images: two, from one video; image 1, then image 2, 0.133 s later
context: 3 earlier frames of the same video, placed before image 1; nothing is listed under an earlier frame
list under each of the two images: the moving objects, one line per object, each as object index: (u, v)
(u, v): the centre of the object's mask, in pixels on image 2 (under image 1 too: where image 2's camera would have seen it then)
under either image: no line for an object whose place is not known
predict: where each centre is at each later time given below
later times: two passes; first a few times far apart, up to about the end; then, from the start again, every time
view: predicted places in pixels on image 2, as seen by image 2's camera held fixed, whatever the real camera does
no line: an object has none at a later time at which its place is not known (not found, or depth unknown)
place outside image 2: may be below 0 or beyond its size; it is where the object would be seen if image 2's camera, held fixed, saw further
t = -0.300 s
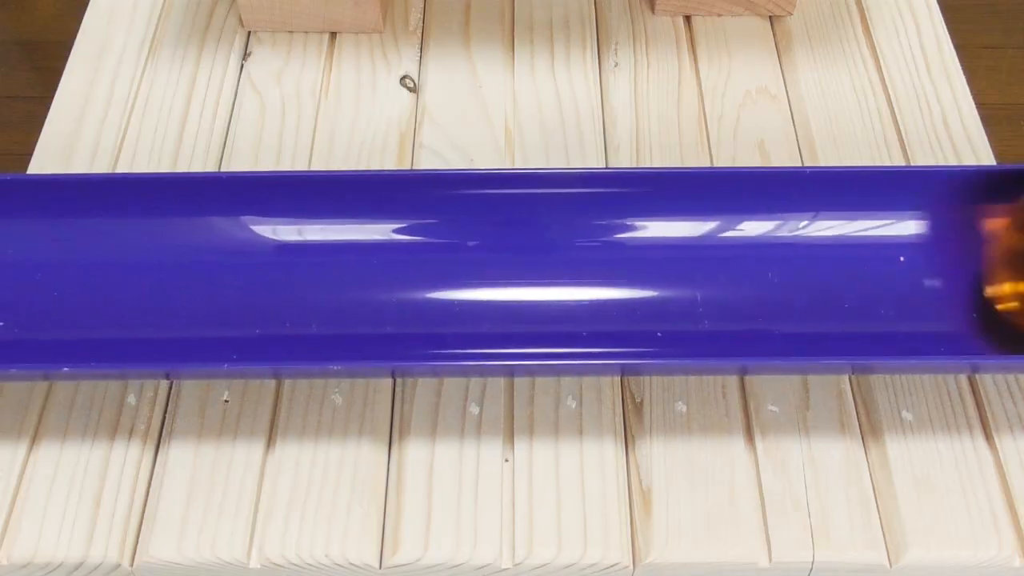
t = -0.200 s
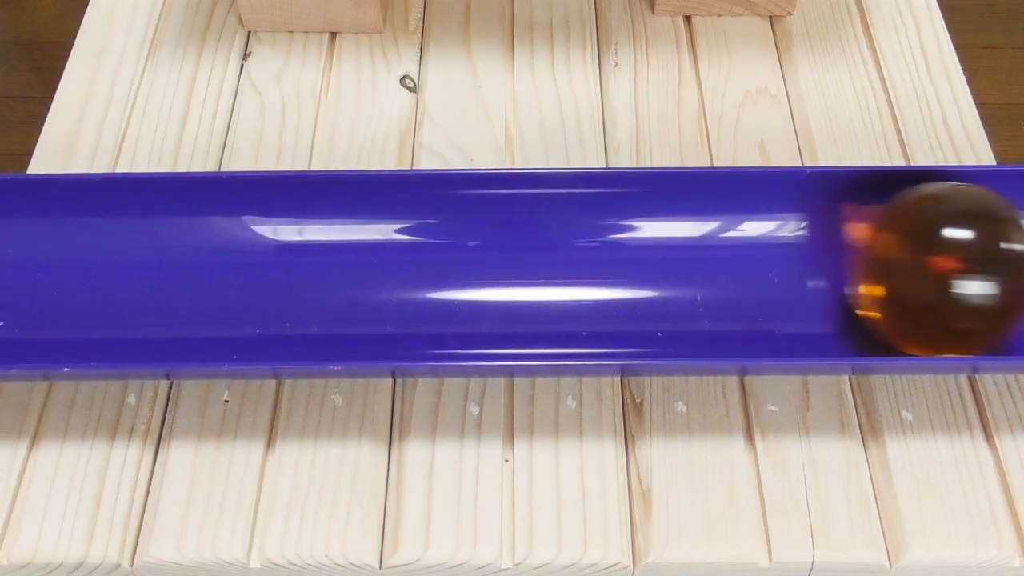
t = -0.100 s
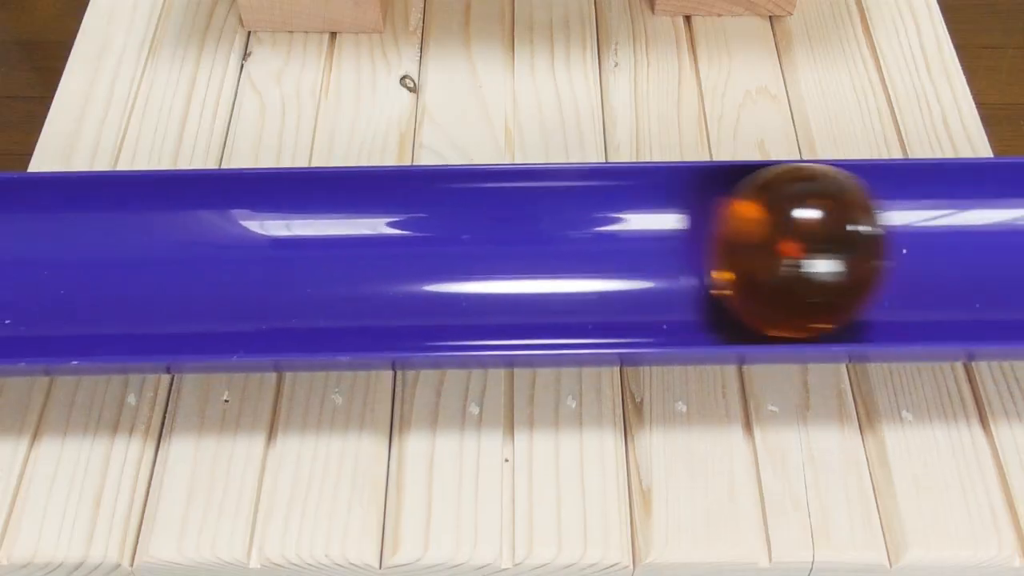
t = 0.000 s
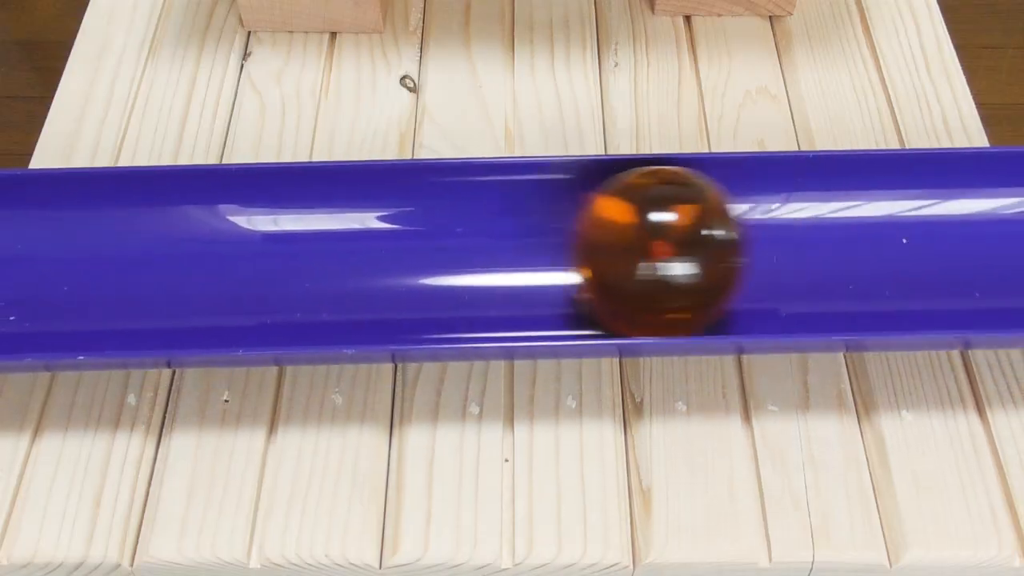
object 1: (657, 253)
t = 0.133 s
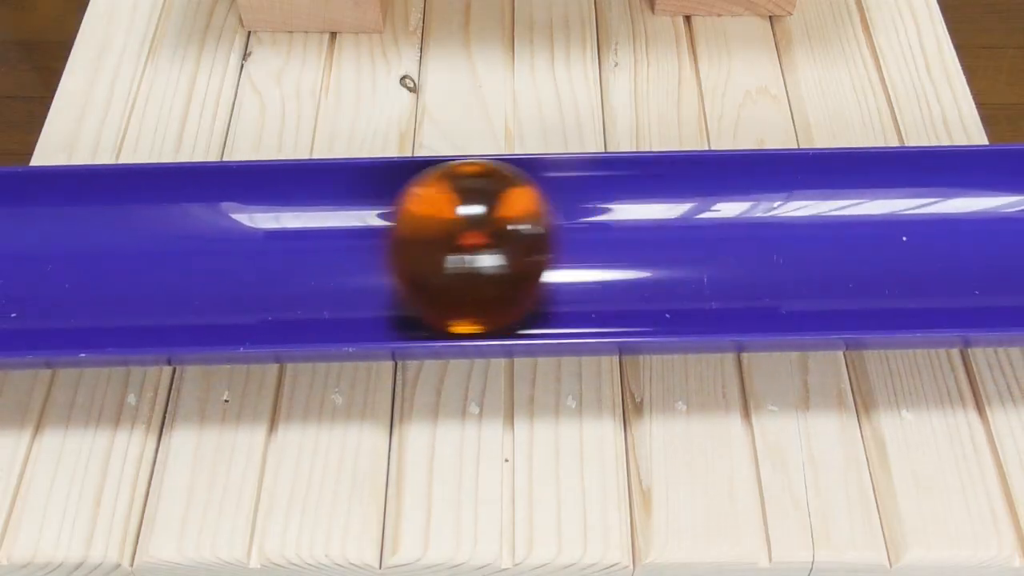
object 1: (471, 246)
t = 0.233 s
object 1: (330, 258)
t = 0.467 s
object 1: (44, 263)
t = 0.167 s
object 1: (423, 250)
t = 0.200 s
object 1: (376, 255)
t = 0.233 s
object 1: (330, 258)
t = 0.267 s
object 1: (284, 259)
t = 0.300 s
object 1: (239, 258)
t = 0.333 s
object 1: (193, 255)
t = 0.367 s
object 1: (147, 254)
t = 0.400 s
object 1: (101, 256)
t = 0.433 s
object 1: (66, 260)
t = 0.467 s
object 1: (44, 263)
